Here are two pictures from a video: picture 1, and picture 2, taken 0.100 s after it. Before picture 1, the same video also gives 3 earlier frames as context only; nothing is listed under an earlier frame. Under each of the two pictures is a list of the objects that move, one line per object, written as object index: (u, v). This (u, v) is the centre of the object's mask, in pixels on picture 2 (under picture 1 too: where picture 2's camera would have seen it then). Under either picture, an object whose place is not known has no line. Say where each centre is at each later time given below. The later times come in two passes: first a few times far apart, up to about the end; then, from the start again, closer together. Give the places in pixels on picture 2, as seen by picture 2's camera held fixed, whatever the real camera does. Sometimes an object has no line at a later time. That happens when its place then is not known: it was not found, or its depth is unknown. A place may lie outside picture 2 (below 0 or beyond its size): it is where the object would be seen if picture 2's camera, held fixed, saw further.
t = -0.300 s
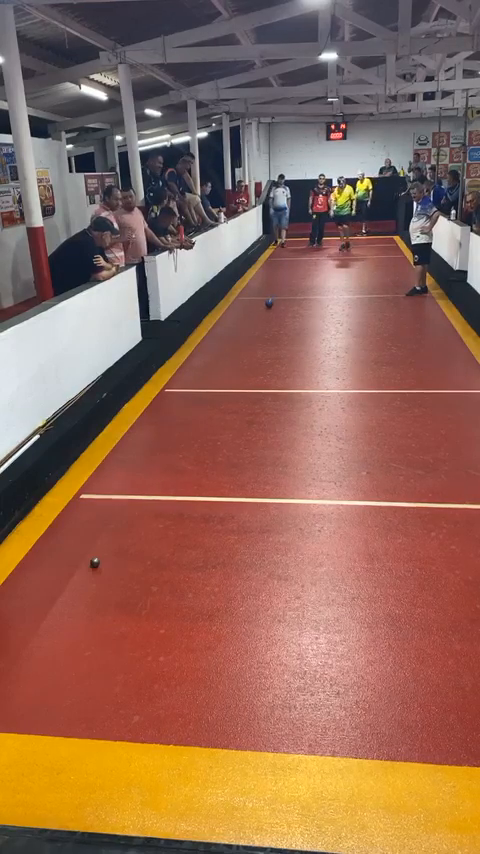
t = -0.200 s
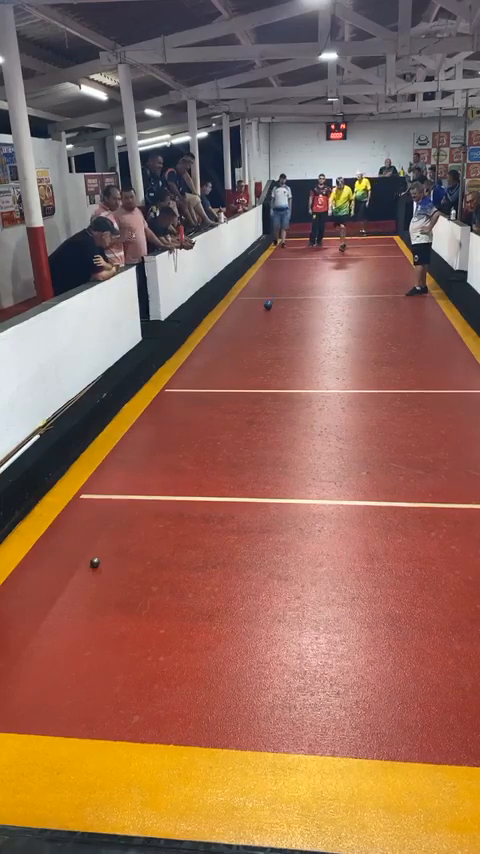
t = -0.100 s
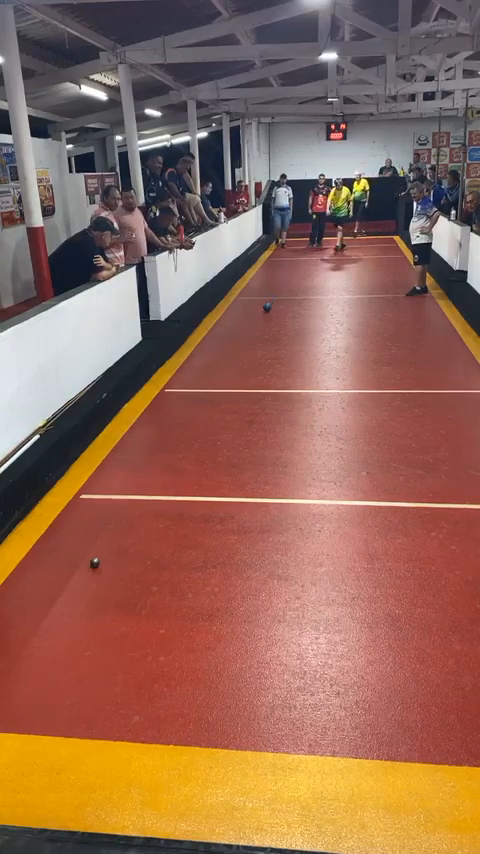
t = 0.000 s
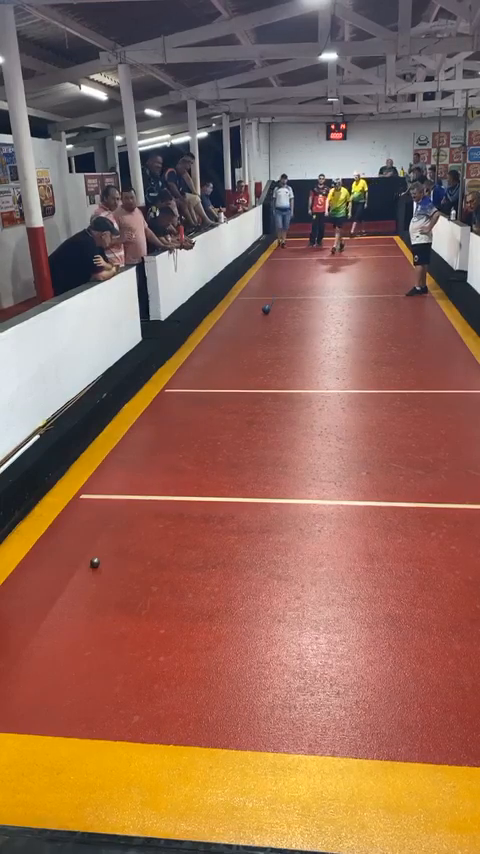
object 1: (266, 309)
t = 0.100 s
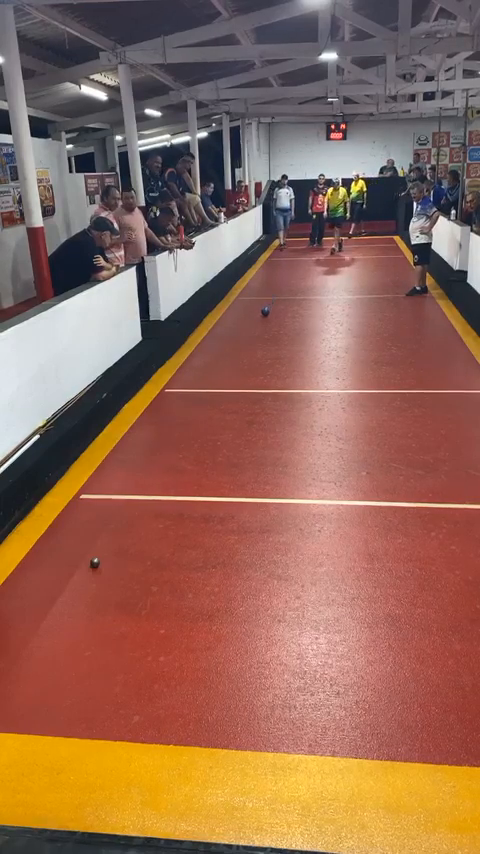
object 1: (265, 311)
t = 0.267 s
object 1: (263, 314)
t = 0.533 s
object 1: (260, 321)
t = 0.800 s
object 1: (257, 326)
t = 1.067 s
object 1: (255, 333)
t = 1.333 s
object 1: (252, 339)
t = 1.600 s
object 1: (249, 346)
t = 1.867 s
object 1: (246, 353)
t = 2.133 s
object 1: (243, 360)
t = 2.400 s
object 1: (241, 367)
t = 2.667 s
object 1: (237, 375)
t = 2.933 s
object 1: (234, 382)
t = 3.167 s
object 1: (232, 389)
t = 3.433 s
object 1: (229, 398)
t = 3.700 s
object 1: (226, 407)
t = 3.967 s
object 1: (223, 415)
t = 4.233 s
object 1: (220, 423)
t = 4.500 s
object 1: (217, 432)
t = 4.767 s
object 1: (215, 441)
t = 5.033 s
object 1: (212, 449)
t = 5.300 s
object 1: (209, 458)
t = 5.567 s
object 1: (206, 466)
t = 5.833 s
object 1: (203, 474)
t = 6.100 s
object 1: (201, 482)
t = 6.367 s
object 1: (198, 490)
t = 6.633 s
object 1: (196, 498)
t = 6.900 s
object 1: (194, 505)
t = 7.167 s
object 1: (192, 512)
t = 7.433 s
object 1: (190, 517)
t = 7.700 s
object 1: (188, 523)
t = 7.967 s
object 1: (186, 528)
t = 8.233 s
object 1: (185, 531)
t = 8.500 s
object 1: (185, 534)
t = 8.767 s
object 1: (185, 536)
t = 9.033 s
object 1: (184, 538)
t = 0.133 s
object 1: (264, 312)
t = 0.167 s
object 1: (264, 312)
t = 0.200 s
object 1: (264, 313)
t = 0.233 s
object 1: (264, 314)
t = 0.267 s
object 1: (263, 314)
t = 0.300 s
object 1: (263, 315)
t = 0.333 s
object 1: (262, 316)
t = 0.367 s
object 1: (262, 317)
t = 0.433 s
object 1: (261, 318)
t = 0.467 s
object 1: (261, 319)
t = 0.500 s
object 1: (260, 320)
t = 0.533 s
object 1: (260, 321)
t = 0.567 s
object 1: (260, 321)
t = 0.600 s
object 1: (260, 322)
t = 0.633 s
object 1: (259, 323)
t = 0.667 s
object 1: (259, 323)
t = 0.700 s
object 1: (259, 324)
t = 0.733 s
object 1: (258, 325)
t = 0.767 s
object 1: (258, 326)
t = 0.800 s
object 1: (257, 326)
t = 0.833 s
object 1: (257, 327)
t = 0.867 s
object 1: (257, 328)
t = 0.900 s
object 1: (256, 329)
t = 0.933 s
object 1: (256, 330)
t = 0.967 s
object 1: (256, 330)
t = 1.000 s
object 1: (255, 331)
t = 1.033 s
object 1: (255, 332)
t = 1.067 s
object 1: (255, 333)
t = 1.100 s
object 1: (255, 333)
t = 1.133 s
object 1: (254, 334)
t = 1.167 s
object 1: (254, 335)
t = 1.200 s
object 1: (254, 336)
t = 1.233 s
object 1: (253, 336)
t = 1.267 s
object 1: (252, 338)
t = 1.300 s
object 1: (252, 338)
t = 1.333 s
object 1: (252, 339)
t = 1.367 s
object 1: (252, 340)
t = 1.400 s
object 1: (251, 341)
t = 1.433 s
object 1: (251, 342)
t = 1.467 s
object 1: (250, 342)
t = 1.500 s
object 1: (250, 343)
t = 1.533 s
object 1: (250, 344)
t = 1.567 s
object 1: (249, 345)
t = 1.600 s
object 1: (249, 346)
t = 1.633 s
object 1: (249, 347)
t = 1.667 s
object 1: (248, 347)
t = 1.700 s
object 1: (248, 348)
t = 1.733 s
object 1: (248, 349)
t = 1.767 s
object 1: (247, 350)
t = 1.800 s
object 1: (247, 351)
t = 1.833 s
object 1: (247, 351)
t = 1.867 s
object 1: (246, 353)
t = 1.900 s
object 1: (246, 353)
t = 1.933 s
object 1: (245, 354)
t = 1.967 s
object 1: (245, 355)
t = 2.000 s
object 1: (245, 356)
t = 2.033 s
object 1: (244, 357)
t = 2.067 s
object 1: (244, 358)
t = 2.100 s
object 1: (244, 359)
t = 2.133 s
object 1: (243, 360)
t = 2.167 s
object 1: (243, 360)
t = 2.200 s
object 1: (243, 362)
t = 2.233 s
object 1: (242, 363)
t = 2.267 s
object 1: (242, 363)
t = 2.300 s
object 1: (242, 364)
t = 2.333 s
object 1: (241, 365)
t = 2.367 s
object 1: (241, 366)
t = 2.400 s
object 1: (241, 367)
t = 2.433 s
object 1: (240, 368)
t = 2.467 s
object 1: (240, 369)
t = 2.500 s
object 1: (239, 370)
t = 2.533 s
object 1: (239, 371)
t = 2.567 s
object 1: (239, 372)
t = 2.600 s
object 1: (238, 373)
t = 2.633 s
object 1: (238, 374)
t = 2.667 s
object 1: (237, 375)
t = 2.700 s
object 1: (237, 376)
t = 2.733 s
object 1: (237, 376)
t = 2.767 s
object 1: (236, 377)
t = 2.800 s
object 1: (236, 378)
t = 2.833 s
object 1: (236, 379)
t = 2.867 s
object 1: (236, 380)
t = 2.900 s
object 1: (235, 381)
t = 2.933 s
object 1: (234, 382)
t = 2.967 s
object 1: (234, 383)
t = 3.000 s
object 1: (234, 384)
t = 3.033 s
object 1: (233, 385)
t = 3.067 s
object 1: (233, 386)
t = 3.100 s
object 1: (233, 387)
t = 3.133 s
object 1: (232, 388)
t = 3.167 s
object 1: (232, 389)
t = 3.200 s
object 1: (232, 391)
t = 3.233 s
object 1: (231, 391)
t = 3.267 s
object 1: (231, 392)
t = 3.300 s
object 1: (231, 393)
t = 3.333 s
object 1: (230, 394)
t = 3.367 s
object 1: (230, 395)
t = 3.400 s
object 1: (230, 396)
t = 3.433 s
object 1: (229, 398)
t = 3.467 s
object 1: (229, 399)
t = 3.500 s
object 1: (229, 399)
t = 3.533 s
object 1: (228, 401)
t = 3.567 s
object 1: (228, 402)
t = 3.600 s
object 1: (227, 403)
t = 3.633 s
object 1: (227, 404)
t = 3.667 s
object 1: (227, 405)
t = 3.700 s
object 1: (226, 407)
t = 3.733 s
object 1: (226, 407)
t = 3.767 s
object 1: (225, 408)
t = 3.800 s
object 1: (224, 409)
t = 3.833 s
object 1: (224, 410)
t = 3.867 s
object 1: (224, 411)
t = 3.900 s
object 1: (224, 412)
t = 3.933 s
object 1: (224, 414)
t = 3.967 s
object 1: (223, 415)
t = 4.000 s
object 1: (223, 415)
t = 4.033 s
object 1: (222, 417)
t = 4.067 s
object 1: (222, 418)
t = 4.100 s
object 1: (221, 419)
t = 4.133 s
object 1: (221, 420)
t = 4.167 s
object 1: (221, 421)
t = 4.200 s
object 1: (221, 422)
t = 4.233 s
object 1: (220, 423)
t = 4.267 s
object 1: (220, 424)
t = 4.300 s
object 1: (219, 425)
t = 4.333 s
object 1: (219, 427)
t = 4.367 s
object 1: (219, 428)
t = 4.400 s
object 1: (218, 429)
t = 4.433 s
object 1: (217, 430)
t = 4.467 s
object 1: (217, 431)
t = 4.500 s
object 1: (217, 432)
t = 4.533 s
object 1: (217, 433)
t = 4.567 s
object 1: (216, 434)
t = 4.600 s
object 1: (216, 435)
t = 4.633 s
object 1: (216, 436)
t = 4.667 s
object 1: (216, 437)
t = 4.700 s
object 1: (215, 438)
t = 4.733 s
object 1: (215, 440)
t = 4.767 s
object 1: (215, 441)
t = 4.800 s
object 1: (214, 442)
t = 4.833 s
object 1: (214, 443)
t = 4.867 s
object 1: (214, 444)
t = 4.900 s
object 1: (213, 445)
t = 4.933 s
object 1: (213, 446)
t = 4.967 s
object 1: (212, 447)
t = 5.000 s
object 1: (212, 448)
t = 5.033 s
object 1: (212, 449)
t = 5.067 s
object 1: (211, 450)
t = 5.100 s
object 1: (211, 451)
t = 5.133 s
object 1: (211, 452)
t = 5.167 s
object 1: (211, 454)
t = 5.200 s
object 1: (210, 455)
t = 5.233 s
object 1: (210, 456)
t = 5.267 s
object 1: (209, 457)
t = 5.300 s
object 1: (209, 458)
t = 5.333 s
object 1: (209, 459)
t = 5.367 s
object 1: (209, 460)
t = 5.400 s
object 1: (208, 461)
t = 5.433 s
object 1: (208, 462)
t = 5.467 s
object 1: (207, 463)
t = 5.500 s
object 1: (207, 464)
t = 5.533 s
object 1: (206, 465)
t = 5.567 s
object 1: (206, 466)
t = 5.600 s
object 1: (206, 467)
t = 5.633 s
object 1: (205, 468)
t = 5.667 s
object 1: (204, 469)
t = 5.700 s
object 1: (204, 470)
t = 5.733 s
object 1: (204, 471)
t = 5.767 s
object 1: (203, 472)
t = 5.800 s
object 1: (203, 473)
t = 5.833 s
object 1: (203, 474)
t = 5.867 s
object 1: (203, 475)
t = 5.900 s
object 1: (202, 477)
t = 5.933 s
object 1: (202, 477)
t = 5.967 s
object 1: (201, 479)
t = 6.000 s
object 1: (201, 479)
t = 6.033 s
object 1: (201, 480)
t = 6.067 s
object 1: (201, 481)
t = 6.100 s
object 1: (201, 482)
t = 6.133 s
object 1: (200, 483)
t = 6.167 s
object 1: (200, 484)
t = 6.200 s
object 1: (200, 484)
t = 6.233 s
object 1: (199, 486)
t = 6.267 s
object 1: (199, 487)
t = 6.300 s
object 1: (199, 488)
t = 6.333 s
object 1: (198, 489)
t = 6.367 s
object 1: (198, 490)
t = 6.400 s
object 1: (198, 491)
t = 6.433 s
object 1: (198, 492)
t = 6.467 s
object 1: (198, 492)
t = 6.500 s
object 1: (197, 493)
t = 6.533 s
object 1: (197, 495)
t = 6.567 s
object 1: (196, 495)
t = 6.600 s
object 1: (196, 497)
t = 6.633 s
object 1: (196, 498)
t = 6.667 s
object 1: (196, 498)
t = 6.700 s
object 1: (195, 499)
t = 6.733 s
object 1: (195, 500)
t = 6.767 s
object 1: (194, 501)
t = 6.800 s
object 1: (194, 501)
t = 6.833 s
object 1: (194, 503)
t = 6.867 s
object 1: (194, 504)
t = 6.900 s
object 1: (194, 505)
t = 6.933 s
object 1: (194, 506)
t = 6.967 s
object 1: (193, 507)
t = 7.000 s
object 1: (193, 507)
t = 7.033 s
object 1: (193, 508)
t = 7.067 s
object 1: (193, 509)
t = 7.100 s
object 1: (192, 510)
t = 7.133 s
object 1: (192, 511)
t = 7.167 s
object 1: (192, 512)
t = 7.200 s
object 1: (191, 513)
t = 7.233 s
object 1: (191, 513)
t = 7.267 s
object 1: (191, 514)
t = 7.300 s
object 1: (191, 514)
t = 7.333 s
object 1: (191, 515)
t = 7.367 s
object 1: (190, 517)
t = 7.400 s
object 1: (190, 517)
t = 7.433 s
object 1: (190, 517)
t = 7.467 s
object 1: (190, 518)
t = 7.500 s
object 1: (189, 519)
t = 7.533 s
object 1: (189, 520)
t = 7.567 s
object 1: (189, 520)
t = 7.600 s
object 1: (189, 521)
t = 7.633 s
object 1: (188, 521)
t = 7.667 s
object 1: (188, 522)
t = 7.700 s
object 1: (188, 523)
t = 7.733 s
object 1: (188, 523)
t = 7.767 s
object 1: (188, 524)
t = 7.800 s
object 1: (188, 525)
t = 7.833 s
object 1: (187, 525)
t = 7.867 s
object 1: (187, 526)
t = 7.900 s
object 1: (187, 527)
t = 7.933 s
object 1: (187, 527)
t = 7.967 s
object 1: (186, 528)
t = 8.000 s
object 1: (186, 528)
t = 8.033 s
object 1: (186, 529)
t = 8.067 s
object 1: (186, 530)
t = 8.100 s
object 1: (186, 530)
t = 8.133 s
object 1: (185, 530)
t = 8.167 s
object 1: (185, 531)
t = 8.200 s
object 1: (185, 531)
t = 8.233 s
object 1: (185, 531)
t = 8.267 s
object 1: (185, 532)
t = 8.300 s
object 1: (185, 532)
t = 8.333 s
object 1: (185, 533)
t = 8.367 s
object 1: (185, 533)
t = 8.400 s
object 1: (185, 533)
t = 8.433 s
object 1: (185, 534)
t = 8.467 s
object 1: (185, 534)
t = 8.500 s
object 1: (185, 534)
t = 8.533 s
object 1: (185, 534)
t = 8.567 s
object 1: (185, 535)
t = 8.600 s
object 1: (185, 535)
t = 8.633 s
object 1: (185, 536)
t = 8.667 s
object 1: (185, 536)
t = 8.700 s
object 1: (185, 536)
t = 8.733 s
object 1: (185, 537)
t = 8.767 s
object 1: (185, 536)
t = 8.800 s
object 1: (184, 537)
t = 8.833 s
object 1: (184, 537)
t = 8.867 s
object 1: (184, 537)
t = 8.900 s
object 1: (184, 537)
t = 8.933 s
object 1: (184, 537)
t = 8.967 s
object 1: (184, 538)
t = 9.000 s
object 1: (184, 538)
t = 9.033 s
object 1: (184, 538)
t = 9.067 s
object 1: (184, 538)
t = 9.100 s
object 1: (184, 538)
